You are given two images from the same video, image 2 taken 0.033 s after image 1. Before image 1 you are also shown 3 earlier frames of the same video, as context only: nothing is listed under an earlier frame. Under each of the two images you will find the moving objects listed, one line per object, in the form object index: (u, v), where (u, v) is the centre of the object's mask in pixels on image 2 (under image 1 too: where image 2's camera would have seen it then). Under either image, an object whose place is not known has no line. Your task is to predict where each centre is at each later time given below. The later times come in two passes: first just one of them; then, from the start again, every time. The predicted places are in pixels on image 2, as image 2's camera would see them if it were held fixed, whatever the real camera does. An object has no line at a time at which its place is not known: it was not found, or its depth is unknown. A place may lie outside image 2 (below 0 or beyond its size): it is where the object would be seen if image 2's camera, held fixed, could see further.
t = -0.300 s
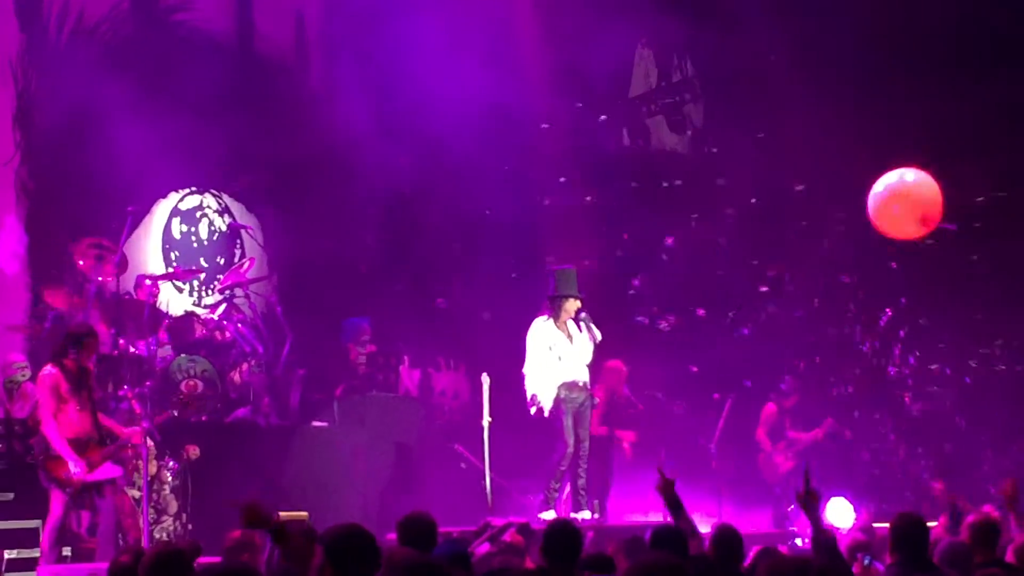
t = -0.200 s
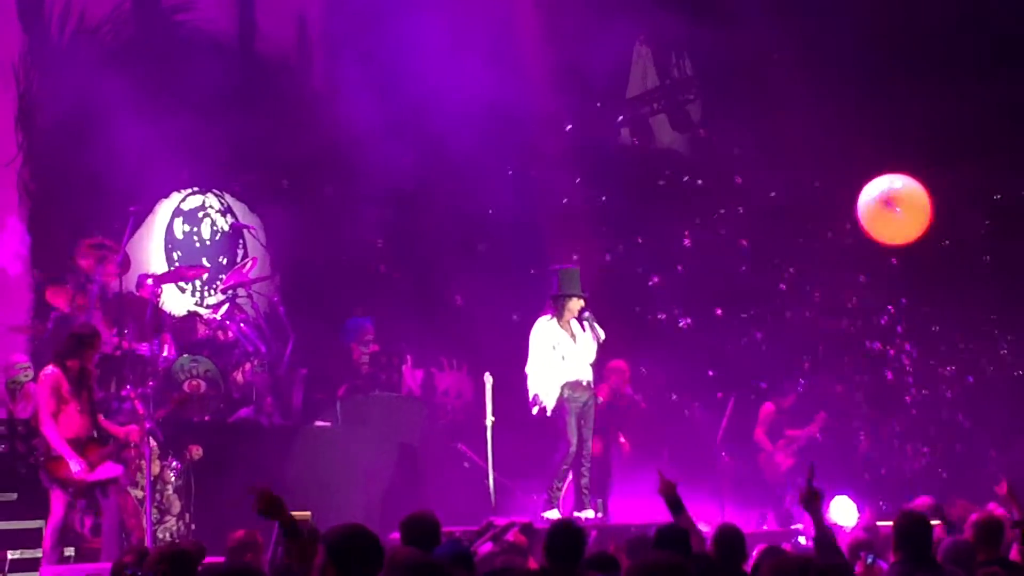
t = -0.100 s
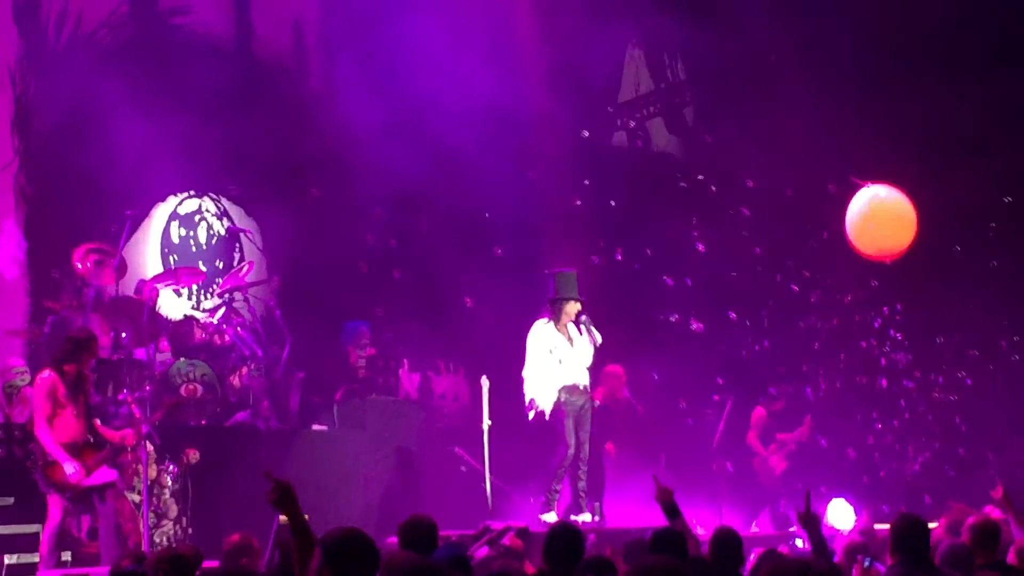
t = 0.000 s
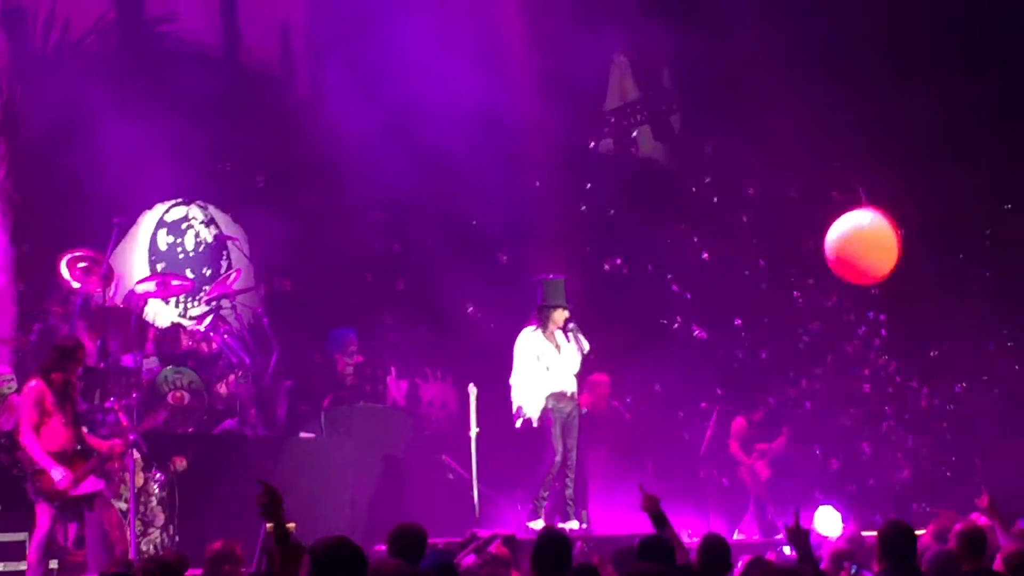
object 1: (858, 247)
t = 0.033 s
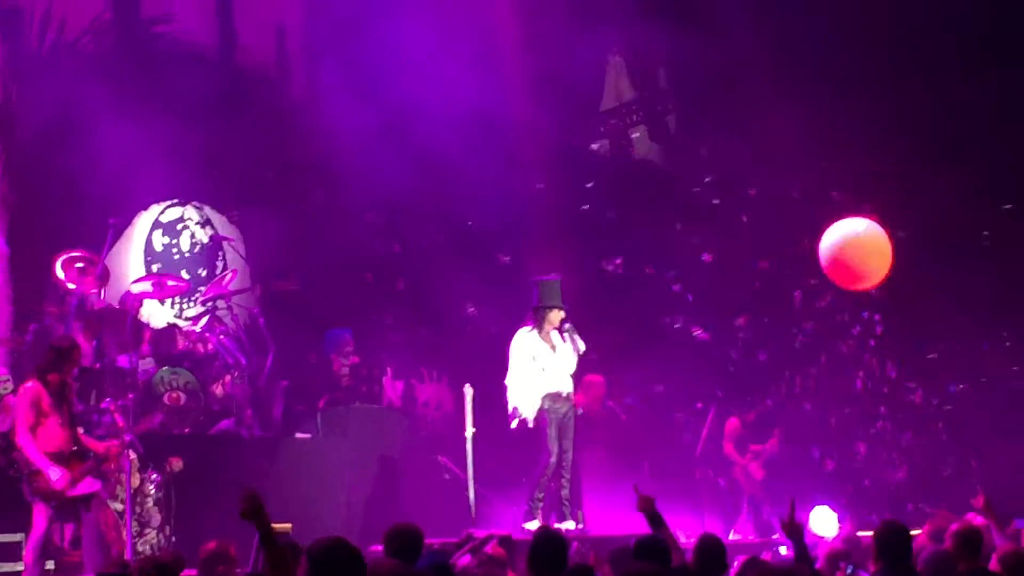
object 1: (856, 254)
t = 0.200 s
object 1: (846, 288)
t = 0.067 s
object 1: (854, 260)
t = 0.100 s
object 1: (852, 267)
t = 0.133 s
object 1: (850, 274)
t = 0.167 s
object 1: (848, 280)
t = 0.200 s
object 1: (846, 288)
